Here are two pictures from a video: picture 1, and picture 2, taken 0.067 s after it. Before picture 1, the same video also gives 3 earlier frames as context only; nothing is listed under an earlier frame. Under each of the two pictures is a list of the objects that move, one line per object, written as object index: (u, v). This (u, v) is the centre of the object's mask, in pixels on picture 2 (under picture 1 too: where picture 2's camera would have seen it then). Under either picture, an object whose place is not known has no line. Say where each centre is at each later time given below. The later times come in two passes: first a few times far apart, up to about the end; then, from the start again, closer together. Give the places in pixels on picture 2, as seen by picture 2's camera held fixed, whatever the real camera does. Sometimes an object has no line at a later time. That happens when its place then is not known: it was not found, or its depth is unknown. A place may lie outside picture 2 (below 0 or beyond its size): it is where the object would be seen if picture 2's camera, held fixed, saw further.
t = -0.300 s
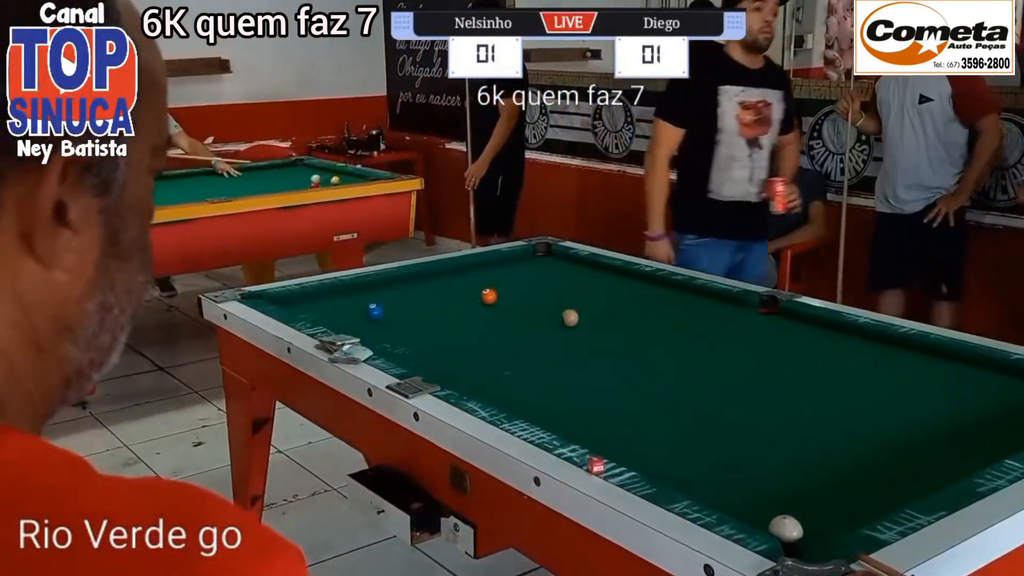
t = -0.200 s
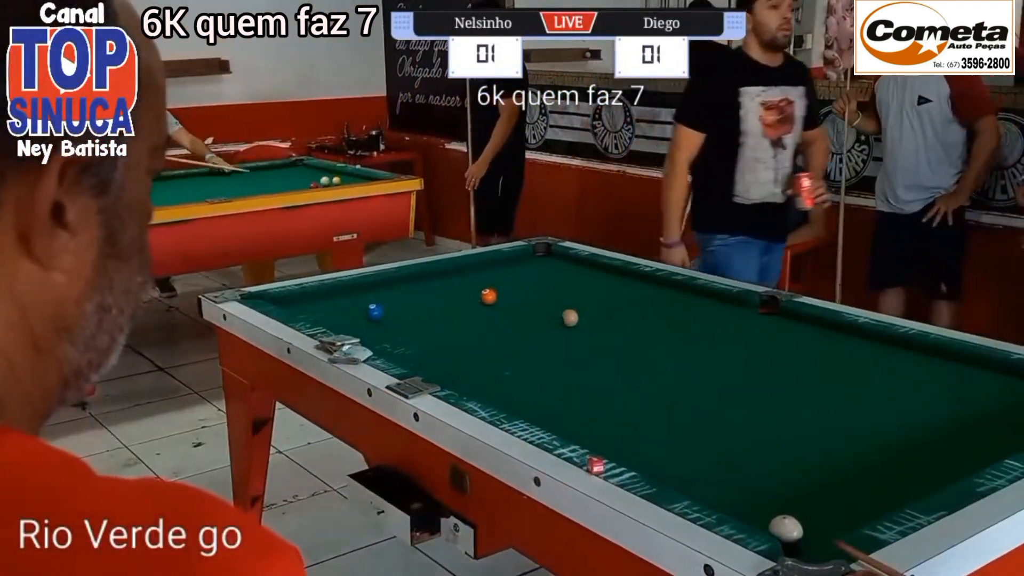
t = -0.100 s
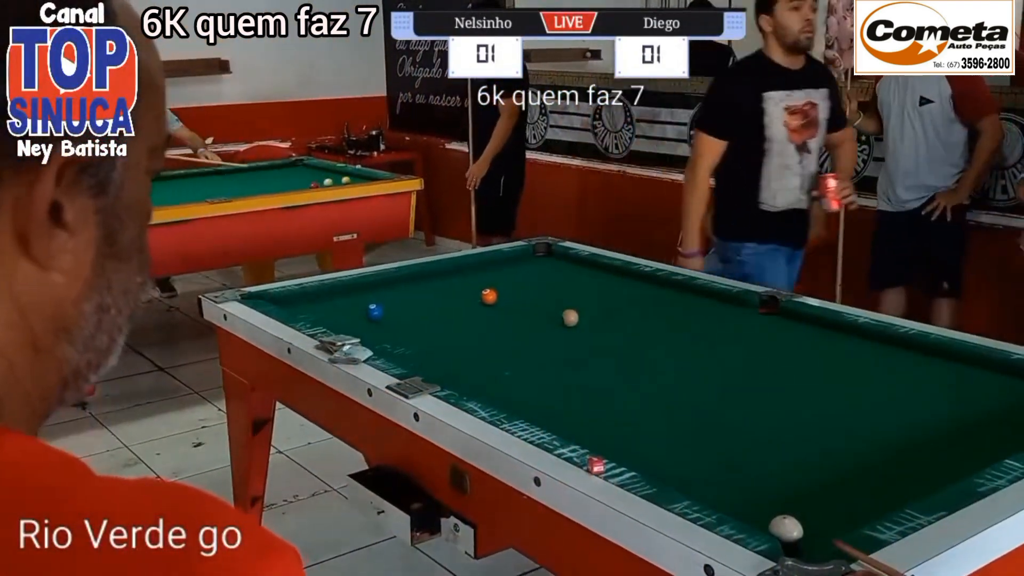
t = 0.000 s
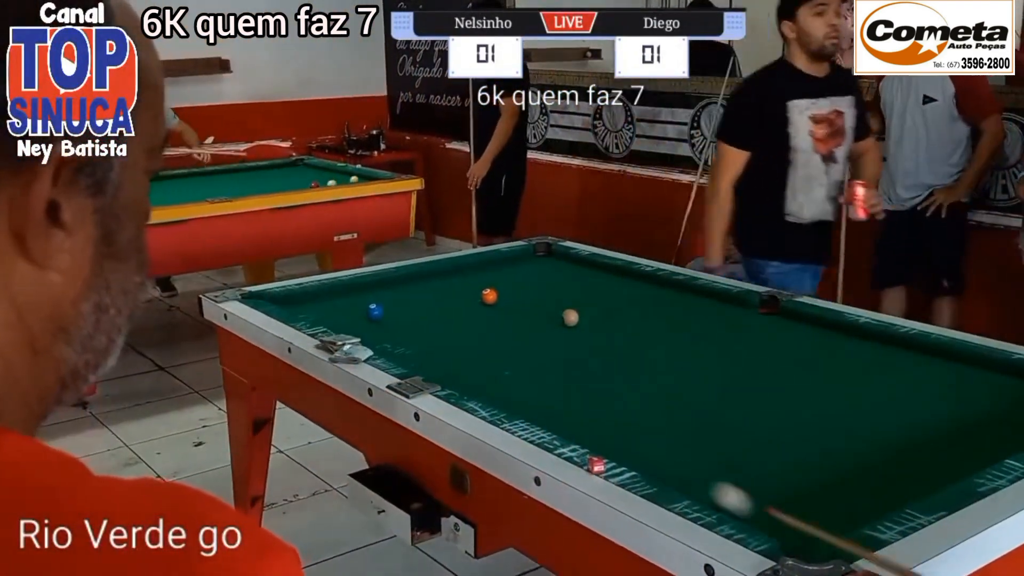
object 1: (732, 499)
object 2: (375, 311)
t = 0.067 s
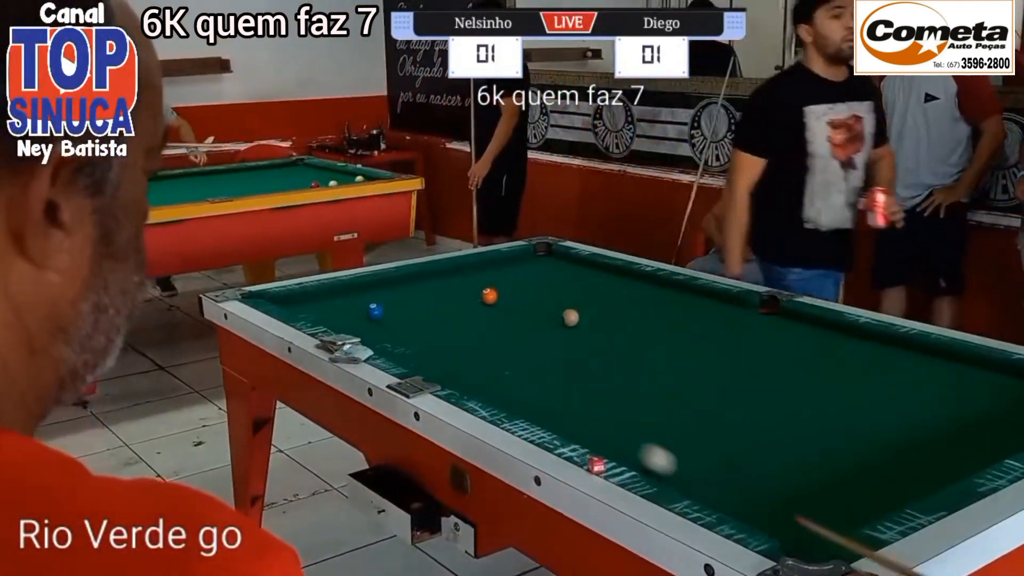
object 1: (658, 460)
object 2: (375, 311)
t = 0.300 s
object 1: (478, 362)
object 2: (375, 310)
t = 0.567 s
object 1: (397, 303)
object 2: (313, 298)
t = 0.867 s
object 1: (425, 279)
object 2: (341, 326)
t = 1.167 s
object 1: (517, 285)
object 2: (444, 358)
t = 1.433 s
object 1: (598, 291)
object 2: (547, 391)
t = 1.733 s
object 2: (692, 436)
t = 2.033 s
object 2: (872, 490)
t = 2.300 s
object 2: (828, 458)
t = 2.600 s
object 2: (747, 412)
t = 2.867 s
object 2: (692, 381)
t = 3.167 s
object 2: (642, 352)
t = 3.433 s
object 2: (605, 332)
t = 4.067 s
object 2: (595, 304)
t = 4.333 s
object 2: (598, 299)
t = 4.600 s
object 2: (601, 294)
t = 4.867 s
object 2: (599, 288)
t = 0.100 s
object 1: (626, 443)
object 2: (375, 311)
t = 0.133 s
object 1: (596, 427)
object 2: (375, 311)
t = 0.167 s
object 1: (569, 412)
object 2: (375, 311)
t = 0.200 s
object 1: (544, 398)
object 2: (375, 311)
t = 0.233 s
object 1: (521, 386)
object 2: (375, 311)
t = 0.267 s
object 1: (499, 373)
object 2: (375, 311)
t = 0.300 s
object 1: (478, 362)
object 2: (375, 310)
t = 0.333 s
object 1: (460, 352)
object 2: (375, 310)
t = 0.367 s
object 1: (442, 342)
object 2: (375, 311)
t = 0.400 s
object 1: (425, 333)
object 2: (375, 311)
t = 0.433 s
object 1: (409, 324)
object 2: (375, 310)
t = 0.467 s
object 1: (394, 316)
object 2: (375, 310)
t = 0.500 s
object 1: (391, 311)
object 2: (360, 306)
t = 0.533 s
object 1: (395, 307)
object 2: (337, 302)
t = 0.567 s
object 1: (397, 303)
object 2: (313, 298)
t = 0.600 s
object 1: (399, 299)
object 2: (295, 295)
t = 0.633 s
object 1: (400, 294)
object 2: (297, 298)
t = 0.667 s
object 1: (400, 290)
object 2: (301, 303)
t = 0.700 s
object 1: (399, 286)
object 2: (306, 309)
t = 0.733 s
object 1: (399, 282)
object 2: (309, 311)
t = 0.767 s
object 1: (398, 278)
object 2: (314, 315)
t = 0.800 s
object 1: (404, 277)
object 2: (320, 318)
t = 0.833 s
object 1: (415, 278)
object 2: (331, 323)
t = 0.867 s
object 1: (425, 279)
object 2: (341, 326)
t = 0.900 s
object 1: (435, 280)
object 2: (352, 328)
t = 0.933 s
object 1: (445, 280)
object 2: (363, 334)
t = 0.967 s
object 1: (456, 281)
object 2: (374, 337)
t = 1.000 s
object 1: (466, 281)
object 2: (385, 341)
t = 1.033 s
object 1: (476, 282)
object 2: (395, 346)
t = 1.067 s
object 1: (486, 282)
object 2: (407, 347)
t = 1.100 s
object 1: (496, 283)
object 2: (417, 351)
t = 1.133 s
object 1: (507, 284)
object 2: (430, 356)
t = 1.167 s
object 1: (517, 285)
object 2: (444, 358)
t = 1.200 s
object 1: (527, 285)
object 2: (454, 363)
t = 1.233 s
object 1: (537, 286)
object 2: (467, 367)
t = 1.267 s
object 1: (547, 287)
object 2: (480, 371)
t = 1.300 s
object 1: (557, 288)
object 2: (492, 375)
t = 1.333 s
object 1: (568, 288)
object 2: (506, 378)
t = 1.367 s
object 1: (578, 289)
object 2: (521, 383)
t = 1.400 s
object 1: (588, 290)
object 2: (533, 387)
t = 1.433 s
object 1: (598, 291)
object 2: (547, 391)
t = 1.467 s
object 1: (609, 291)
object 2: (563, 396)
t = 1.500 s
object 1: (619, 292)
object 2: (577, 401)
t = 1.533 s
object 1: (630, 293)
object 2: (593, 406)
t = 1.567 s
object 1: (640, 294)
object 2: (609, 410)
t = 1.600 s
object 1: (651, 294)
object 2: (623, 415)
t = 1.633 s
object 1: (661, 295)
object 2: (640, 420)
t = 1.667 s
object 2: (657, 425)
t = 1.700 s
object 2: (674, 430)
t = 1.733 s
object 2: (692, 436)
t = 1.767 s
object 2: (710, 441)
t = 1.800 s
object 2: (728, 447)
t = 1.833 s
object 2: (749, 453)
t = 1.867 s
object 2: (768, 460)
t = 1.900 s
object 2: (786, 466)
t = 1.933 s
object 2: (807, 474)
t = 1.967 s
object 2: (829, 479)
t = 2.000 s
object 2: (852, 484)
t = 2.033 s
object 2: (872, 490)
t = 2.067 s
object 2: (895, 496)
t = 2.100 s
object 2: (898, 494)
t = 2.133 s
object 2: (884, 487)
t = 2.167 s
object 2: (873, 481)
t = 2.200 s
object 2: (861, 476)
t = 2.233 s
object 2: (849, 470)
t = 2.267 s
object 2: (838, 464)
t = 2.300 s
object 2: (828, 458)
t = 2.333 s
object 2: (818, 452)
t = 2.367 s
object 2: (807, 446)
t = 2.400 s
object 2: (797, 440)
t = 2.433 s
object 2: (789, 436)
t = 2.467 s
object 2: (780, 430)
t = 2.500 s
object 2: (771, 425)
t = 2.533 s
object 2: (763, 422)
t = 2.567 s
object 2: (754, 416)
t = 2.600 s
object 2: (747, 412)
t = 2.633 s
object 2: (740, 407)
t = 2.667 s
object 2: (732, 403)
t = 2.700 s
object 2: (726, 400)
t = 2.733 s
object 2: (718, 396)
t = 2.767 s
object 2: (712, 392)
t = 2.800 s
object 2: (705, 388)
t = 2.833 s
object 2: (699, 384)
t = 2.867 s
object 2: (692, 381)
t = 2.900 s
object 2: (686, 376)
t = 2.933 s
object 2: (681, 373)
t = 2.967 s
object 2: (674, 370)
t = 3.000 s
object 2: (668, 368)
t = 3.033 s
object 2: (663, 364)
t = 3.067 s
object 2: (657, 361)
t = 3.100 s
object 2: (651, 358)
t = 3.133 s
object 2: (647, 354)
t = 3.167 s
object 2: (642, 352)
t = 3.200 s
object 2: (637, 350)
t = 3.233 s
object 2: (632, 347)
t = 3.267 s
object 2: (628, 344)
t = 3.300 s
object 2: (623, 341)
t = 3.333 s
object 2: (619, 339)
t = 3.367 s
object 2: (614, 336)
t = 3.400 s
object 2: (609, 334)
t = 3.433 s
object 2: (605, 332)
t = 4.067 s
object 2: (595, 304)
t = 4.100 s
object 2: (595, 303)
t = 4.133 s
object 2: (595, 303)
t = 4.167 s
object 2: (596, 302)
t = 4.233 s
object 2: (596, 302)
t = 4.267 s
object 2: (597, 301)
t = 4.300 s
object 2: (598, 300)
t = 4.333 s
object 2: (598, 299)
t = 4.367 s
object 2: (598, 299)
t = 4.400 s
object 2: (599, 298)
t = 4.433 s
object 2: (599, 297)
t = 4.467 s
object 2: (599, 297)
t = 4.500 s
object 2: (600, 296)
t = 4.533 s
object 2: (601, 294)
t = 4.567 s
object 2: (601, 294)
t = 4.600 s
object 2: (601, 294)
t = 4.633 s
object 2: (602, 293)
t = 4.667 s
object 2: (602, 293)
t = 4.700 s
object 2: (602, 292)
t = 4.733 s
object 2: (602, 291)
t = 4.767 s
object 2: (603, 290)
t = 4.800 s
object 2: (603, 289)
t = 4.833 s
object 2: (603, 289)
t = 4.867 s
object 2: (599, 288)
